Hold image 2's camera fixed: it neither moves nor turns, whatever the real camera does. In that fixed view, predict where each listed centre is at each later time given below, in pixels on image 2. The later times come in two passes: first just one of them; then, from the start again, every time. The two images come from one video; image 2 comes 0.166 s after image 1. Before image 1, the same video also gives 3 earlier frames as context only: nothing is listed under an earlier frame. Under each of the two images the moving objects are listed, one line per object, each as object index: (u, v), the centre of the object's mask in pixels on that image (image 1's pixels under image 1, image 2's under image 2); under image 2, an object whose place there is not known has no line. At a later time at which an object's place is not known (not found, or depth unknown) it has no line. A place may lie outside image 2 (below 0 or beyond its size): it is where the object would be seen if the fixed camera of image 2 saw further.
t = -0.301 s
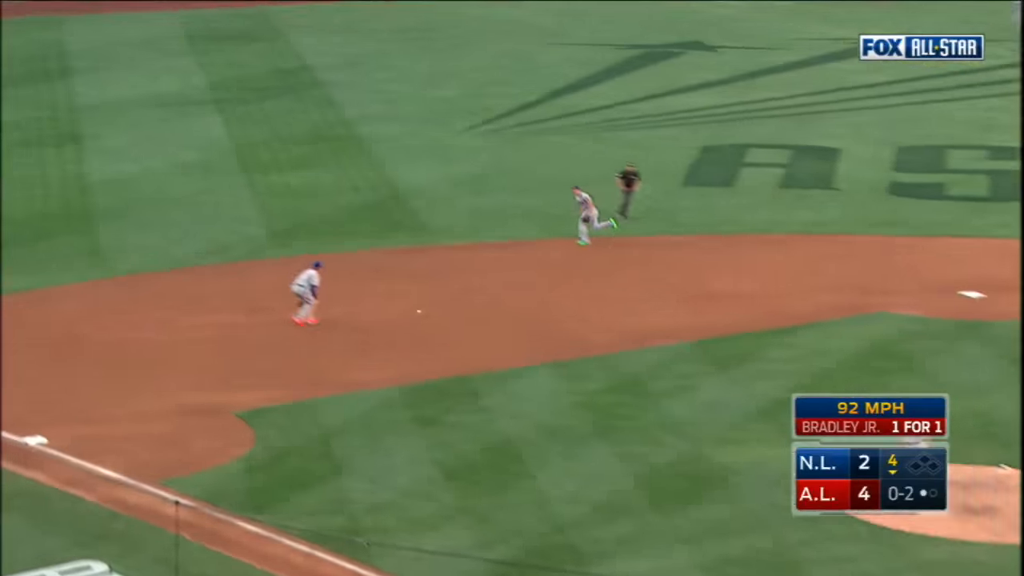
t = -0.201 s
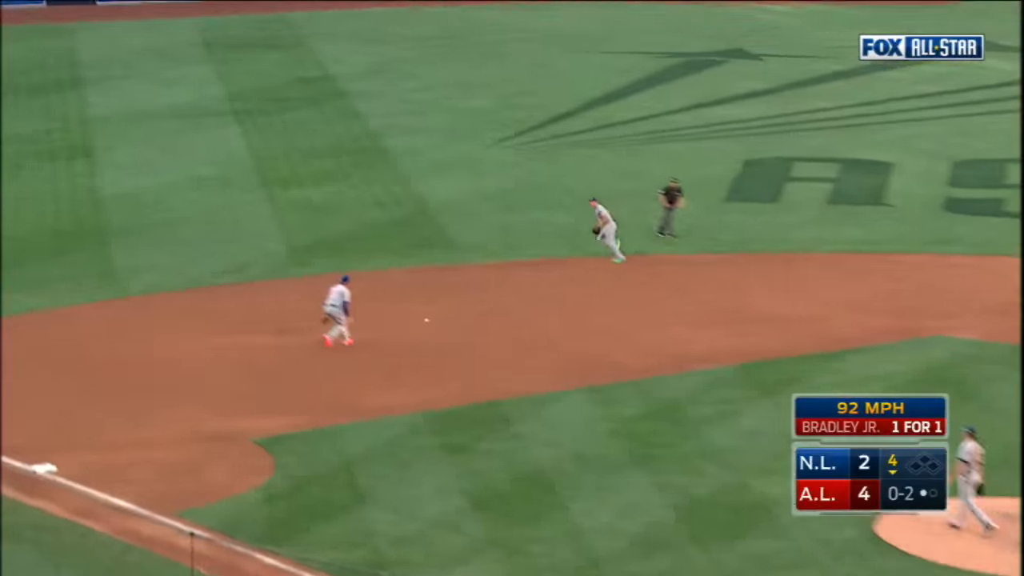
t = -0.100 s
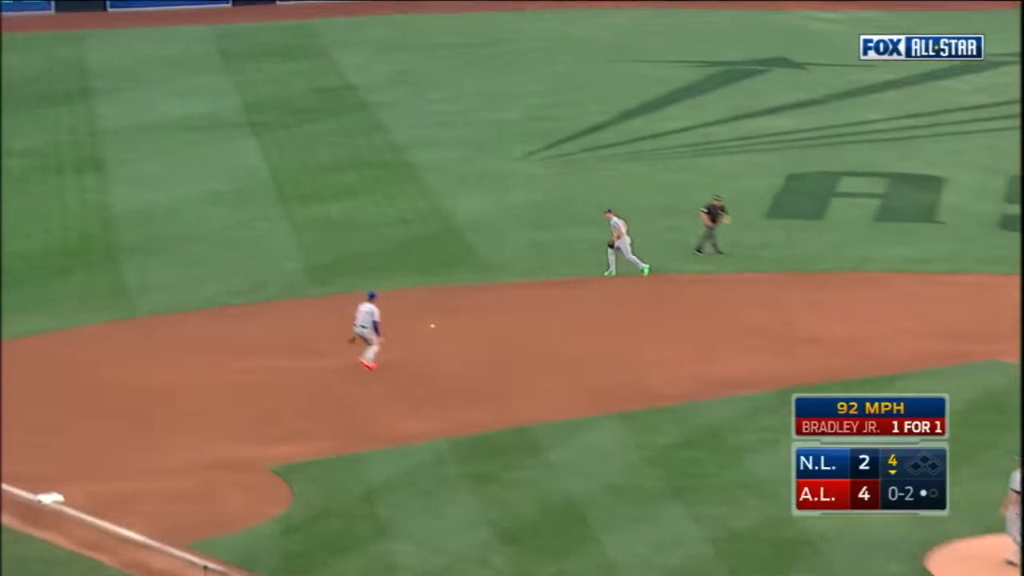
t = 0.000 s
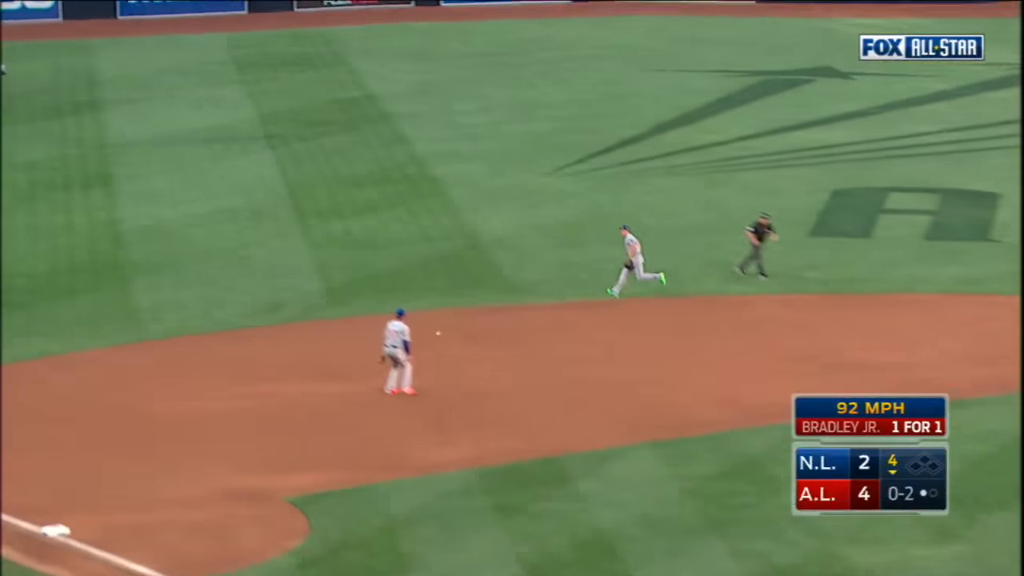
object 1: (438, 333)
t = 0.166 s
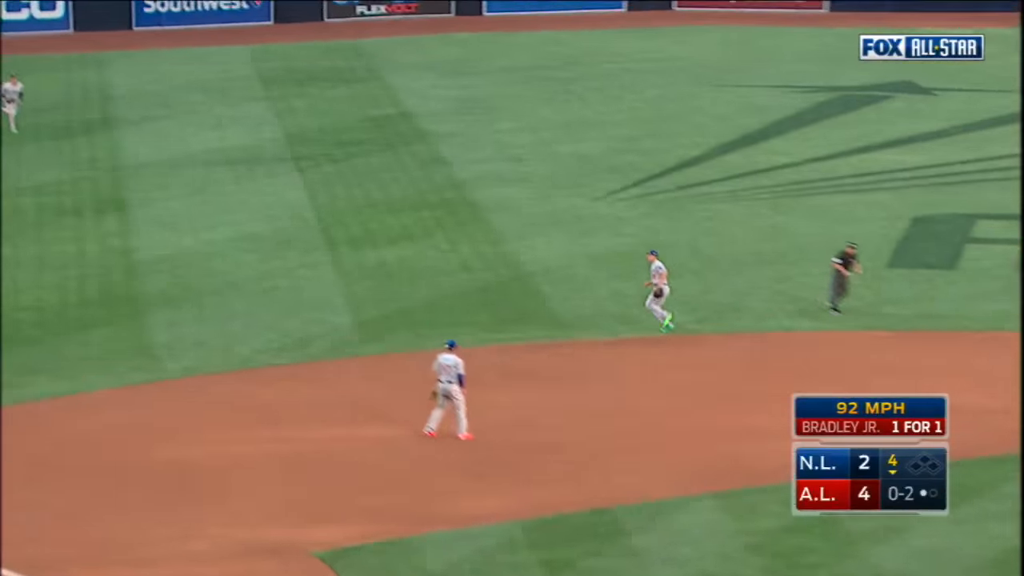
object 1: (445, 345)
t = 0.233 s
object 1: (434, 334)
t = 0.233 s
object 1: (434, 334)
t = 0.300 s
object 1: (422, 325)
